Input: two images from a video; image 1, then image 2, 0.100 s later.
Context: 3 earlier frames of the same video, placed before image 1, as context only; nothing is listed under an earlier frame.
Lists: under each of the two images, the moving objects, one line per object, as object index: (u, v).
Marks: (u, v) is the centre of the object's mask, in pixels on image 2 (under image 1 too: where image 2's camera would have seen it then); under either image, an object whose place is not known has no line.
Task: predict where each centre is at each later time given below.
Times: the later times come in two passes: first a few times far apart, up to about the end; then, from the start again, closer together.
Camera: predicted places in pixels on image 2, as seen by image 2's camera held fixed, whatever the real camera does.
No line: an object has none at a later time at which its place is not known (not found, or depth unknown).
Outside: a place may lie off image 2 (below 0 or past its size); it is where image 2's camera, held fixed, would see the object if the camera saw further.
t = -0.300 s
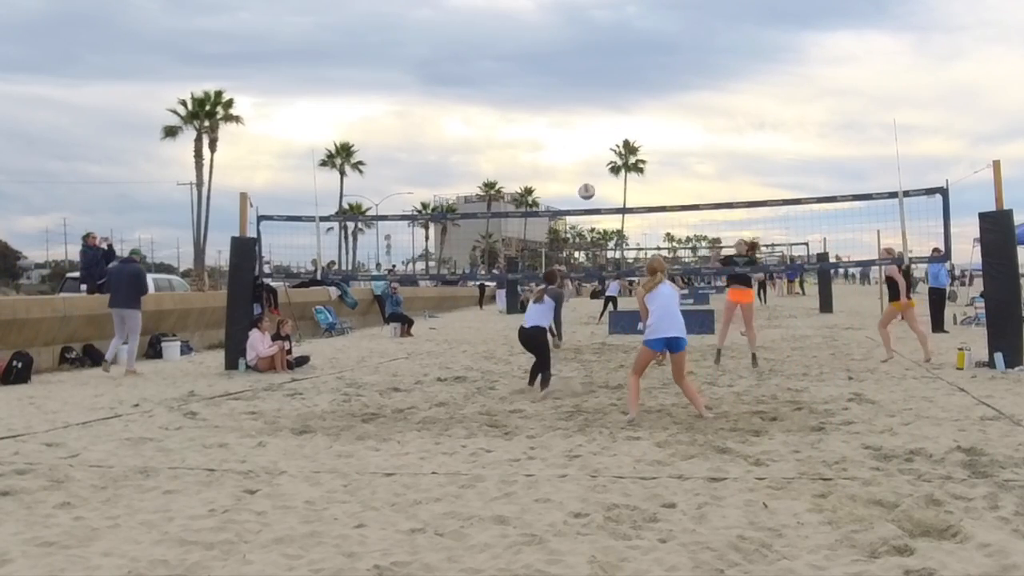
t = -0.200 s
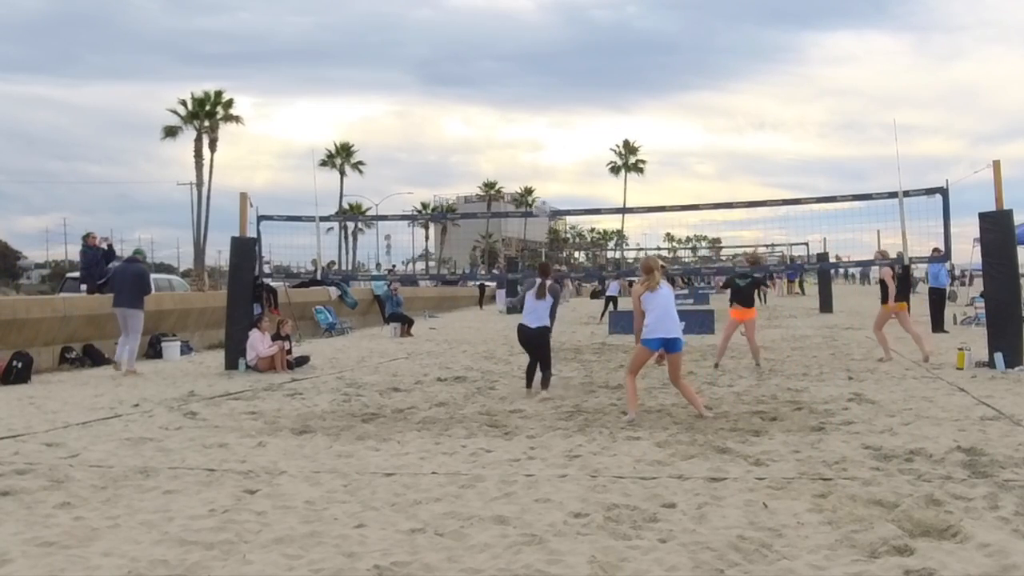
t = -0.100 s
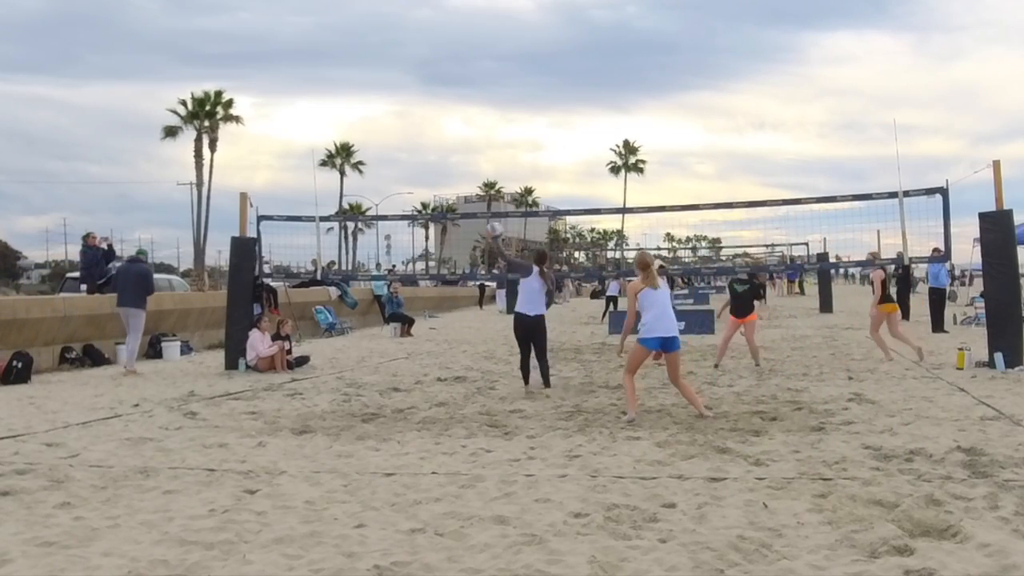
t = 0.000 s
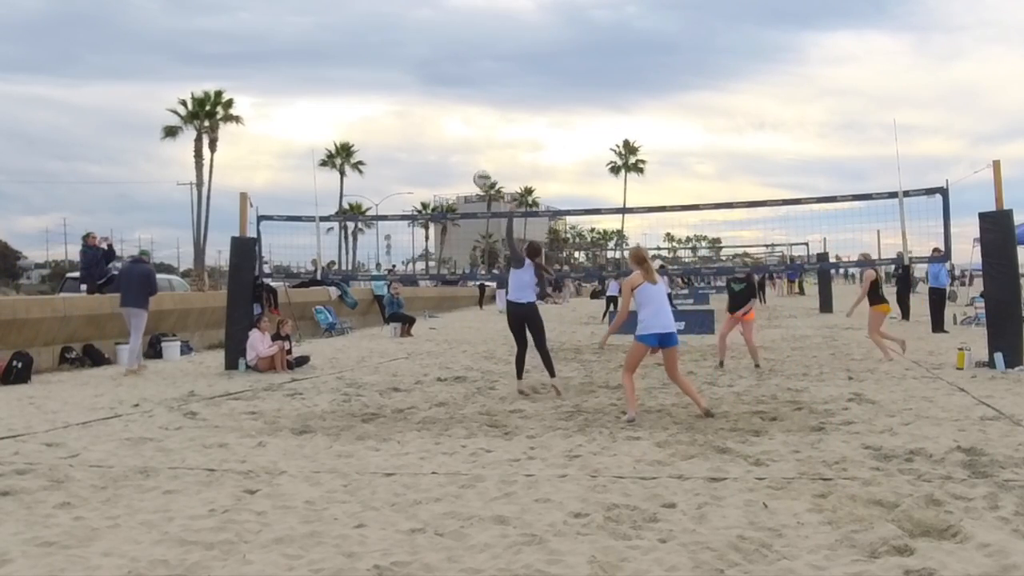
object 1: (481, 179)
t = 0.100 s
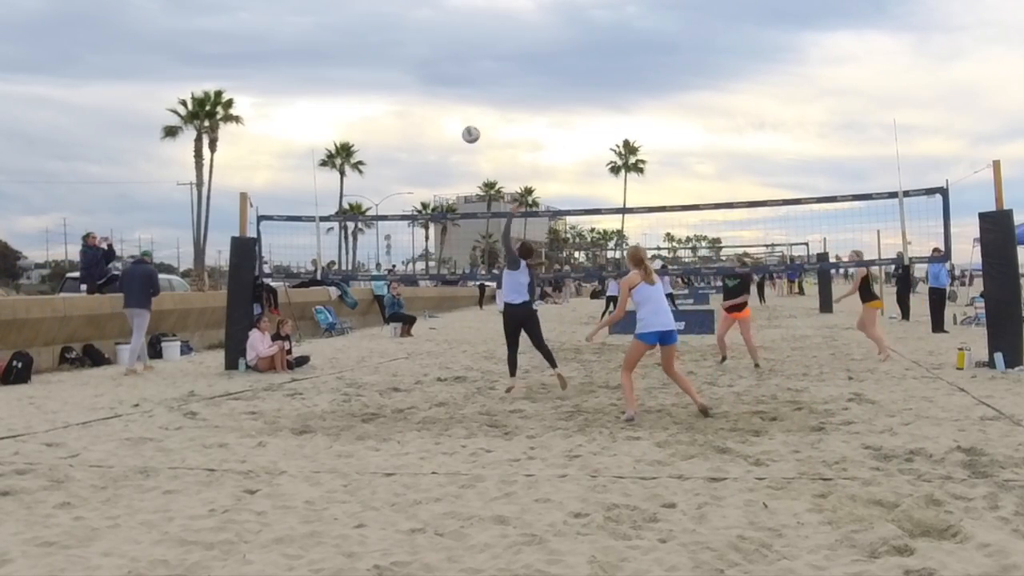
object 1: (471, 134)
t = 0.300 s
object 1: (449, 72)
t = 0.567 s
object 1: (424, 44)
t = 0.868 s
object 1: (400, 85)
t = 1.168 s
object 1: (381, 202)
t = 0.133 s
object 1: (467, 122)
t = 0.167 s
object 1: (463, 110)
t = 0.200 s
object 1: (459, 100)
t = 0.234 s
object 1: (456, 90)
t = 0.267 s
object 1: (452, 80)
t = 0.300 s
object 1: (449, 72)
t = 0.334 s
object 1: (446, 65)
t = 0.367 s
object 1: (442, 60)
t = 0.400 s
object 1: (439, 56)
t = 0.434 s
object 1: (436, 50)
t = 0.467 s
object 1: (433, 47)
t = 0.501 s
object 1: (430, 45)
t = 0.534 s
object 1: (427, 44)
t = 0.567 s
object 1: (424, 44)
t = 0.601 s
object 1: (421, 45)
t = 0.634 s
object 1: (418, 46)
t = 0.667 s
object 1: (415, 49)
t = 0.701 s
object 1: (413, 53)
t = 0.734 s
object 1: (410, 57)
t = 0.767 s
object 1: (407, 63)
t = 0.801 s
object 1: (405, 69)
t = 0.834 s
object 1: (402, 77)
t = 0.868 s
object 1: (400, 85)
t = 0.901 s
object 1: (398, 94)
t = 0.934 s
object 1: (396, 104)
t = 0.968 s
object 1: (393, 115)
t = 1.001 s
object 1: (391, 127)
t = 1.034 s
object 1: (388, 141)
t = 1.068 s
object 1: (386, 154)
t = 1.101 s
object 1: (384, 169)
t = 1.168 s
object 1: (381, 202)
